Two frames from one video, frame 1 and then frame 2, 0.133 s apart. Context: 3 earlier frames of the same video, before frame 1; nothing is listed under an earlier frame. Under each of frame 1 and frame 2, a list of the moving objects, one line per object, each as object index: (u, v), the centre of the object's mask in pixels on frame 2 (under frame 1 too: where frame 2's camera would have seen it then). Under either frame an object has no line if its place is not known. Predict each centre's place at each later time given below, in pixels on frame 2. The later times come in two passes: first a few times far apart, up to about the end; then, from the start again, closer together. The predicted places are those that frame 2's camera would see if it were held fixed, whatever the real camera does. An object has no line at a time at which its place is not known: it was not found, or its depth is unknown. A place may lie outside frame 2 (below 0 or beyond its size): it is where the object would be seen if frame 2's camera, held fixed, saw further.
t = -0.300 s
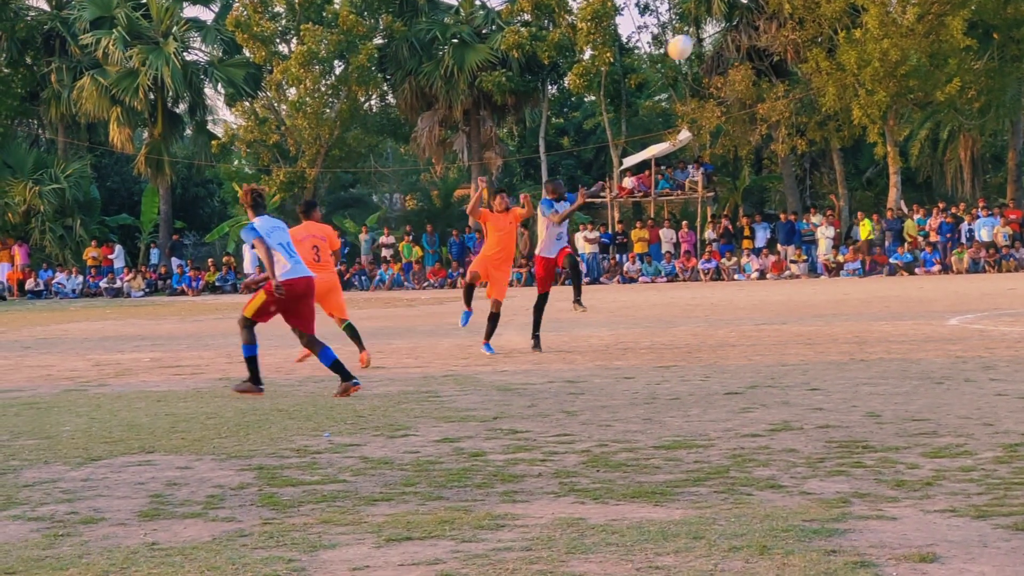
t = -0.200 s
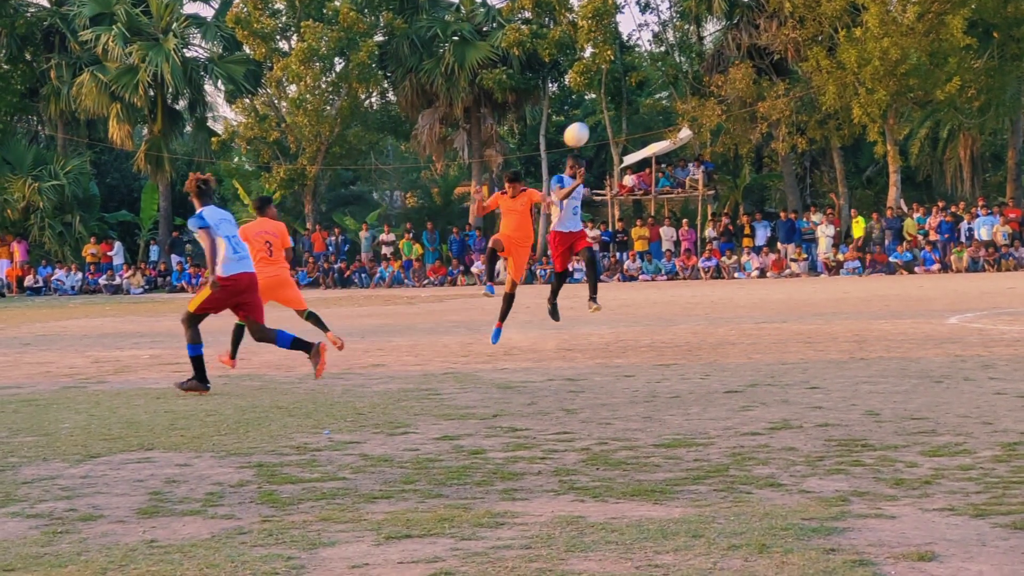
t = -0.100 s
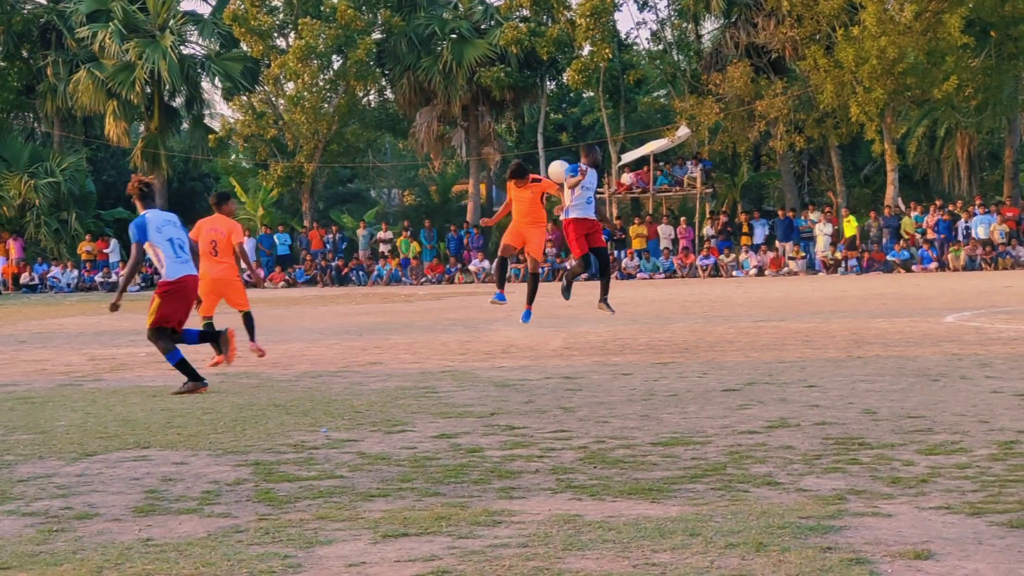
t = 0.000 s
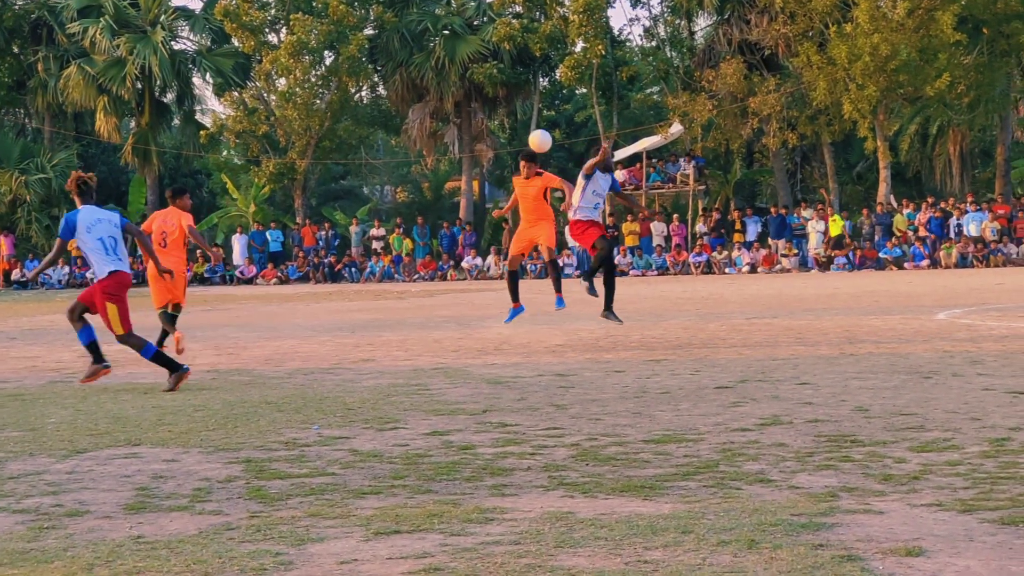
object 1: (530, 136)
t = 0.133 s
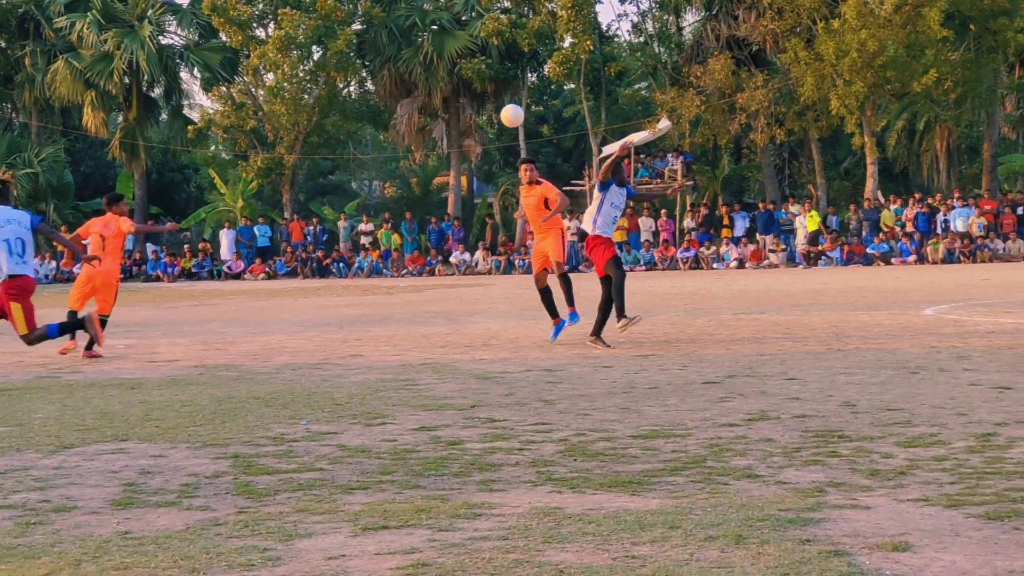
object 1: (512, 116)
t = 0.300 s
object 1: (490, 116)
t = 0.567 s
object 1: (458, 169)
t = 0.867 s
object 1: (429, 310)
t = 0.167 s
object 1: (508, 113)
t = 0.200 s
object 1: (503, 112)
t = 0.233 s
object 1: (499, 112)
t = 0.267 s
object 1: (494, 114)
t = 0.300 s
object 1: (490, 116)
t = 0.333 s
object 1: (485, 119)
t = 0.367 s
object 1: (480, 124)
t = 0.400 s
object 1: (476, 128)
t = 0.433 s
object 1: (472, 134)
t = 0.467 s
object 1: (469, 142)
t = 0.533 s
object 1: (462, 159)
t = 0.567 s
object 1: (458, 169)
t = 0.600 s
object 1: (454, 180)
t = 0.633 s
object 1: (451, 193)
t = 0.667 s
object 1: (448, 207)
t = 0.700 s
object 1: (444, 221)
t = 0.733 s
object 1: (440, 237)
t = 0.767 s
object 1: (437, 254)
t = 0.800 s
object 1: (433, 271)
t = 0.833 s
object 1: (431, 290)
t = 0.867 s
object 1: (429, 310)
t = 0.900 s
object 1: (428, 331)
